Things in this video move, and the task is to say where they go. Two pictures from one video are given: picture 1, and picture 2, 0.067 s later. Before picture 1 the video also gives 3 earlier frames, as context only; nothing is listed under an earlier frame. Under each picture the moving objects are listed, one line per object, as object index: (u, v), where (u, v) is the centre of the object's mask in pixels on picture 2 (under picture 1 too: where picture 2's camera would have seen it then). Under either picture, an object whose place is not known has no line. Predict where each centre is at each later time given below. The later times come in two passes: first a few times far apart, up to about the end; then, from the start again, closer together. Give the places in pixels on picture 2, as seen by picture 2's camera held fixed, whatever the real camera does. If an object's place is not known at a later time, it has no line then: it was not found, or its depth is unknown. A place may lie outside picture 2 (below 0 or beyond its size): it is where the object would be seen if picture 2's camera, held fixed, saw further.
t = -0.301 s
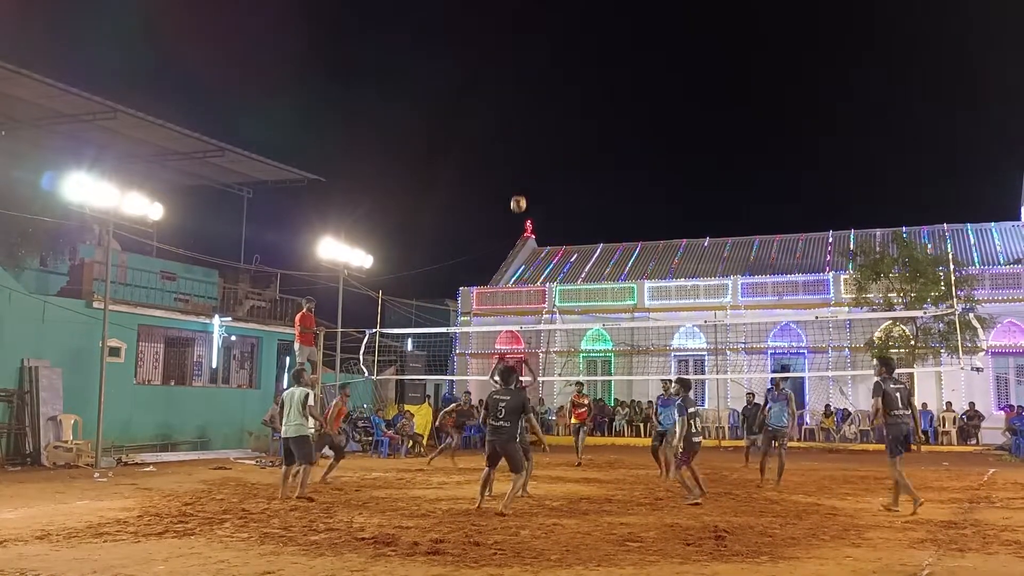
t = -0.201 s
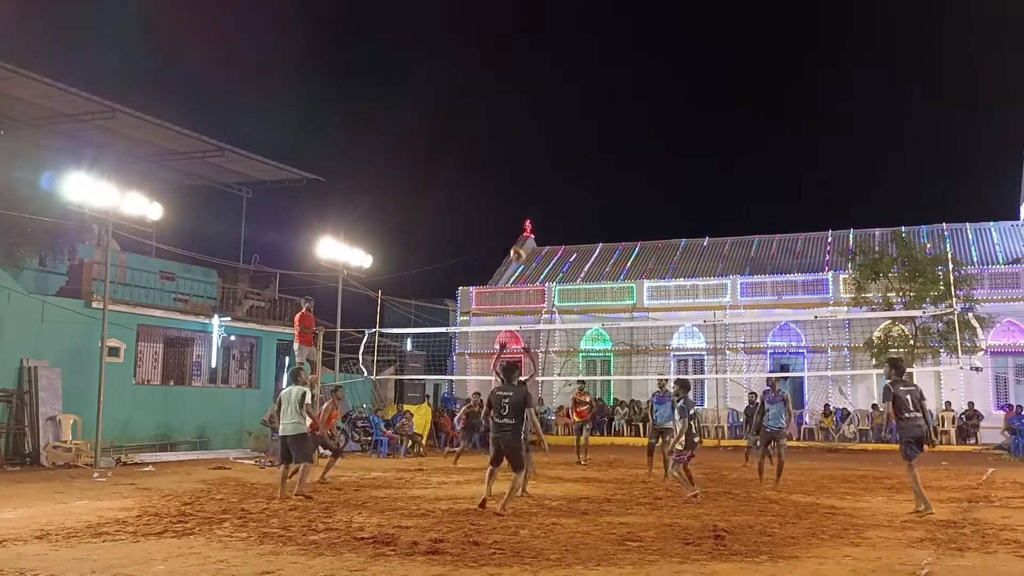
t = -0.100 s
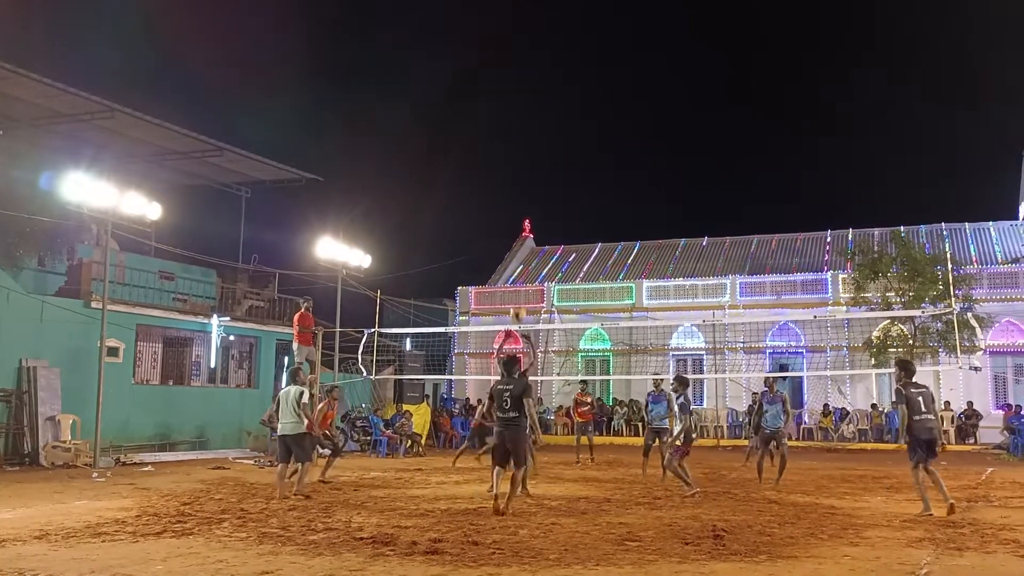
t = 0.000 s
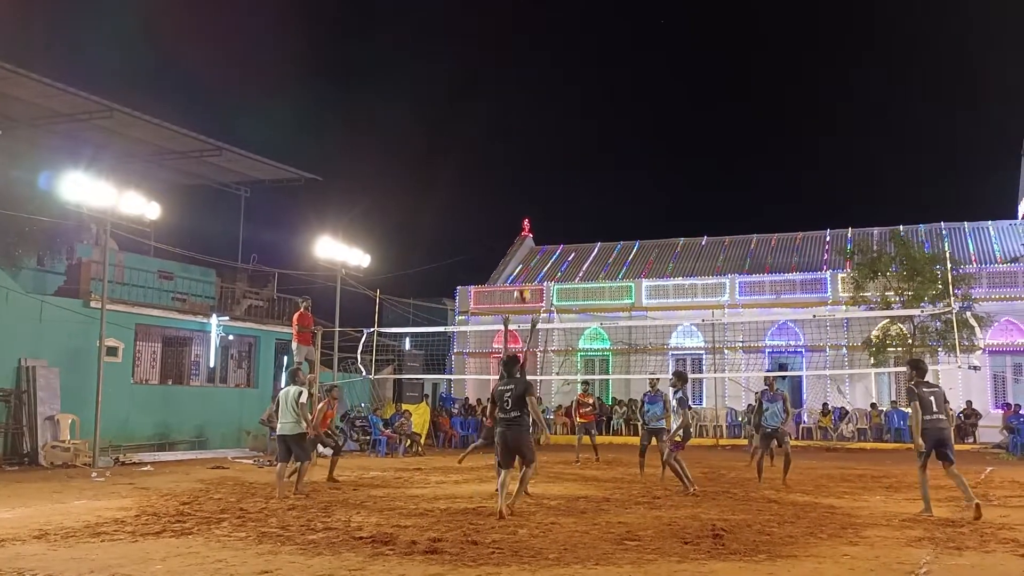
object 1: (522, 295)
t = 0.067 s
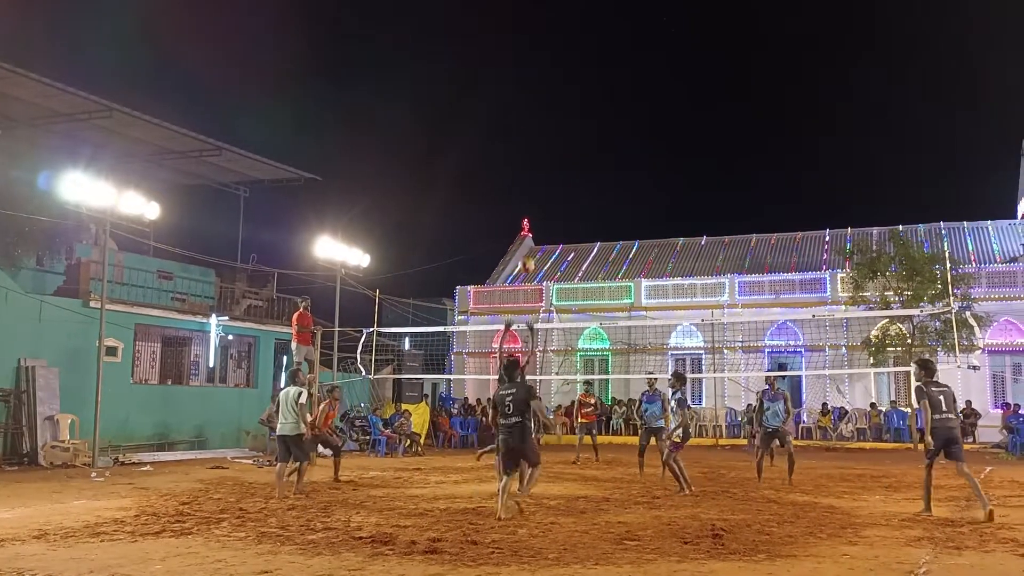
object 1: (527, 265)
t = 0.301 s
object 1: (542, 188)
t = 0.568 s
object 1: (559, 150)
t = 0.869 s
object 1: (578, 167)
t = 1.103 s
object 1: (593, 223)
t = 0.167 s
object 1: (535, 227)
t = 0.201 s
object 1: (535, 216)
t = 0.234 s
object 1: (537, 206)
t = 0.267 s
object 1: (539, 197)
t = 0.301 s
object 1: (542, 188)
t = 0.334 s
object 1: (544, 181)
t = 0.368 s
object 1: (546, 174)
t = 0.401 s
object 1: (548, 168)
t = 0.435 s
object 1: (550, 163)
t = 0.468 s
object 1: (552, 159)
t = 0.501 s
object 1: (554, 155)
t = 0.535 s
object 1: (557, 153)
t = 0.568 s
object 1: (559, 150)
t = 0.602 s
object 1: (561, 149)
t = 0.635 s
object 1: (563, 149)
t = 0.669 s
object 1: (565, 149)
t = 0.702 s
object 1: (568, 150)
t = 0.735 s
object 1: (570, 151)
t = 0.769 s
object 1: (572, 154)
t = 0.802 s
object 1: (574, 158)
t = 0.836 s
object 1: (576, 162)
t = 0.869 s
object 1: (578, 167)
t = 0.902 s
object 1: (580, 172)
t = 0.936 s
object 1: (582, 179)
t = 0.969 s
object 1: (585, 186)
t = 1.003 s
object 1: (587, 194)
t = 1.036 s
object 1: (589, 203)
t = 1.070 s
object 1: (591, 213)
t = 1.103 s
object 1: (593, 223)
